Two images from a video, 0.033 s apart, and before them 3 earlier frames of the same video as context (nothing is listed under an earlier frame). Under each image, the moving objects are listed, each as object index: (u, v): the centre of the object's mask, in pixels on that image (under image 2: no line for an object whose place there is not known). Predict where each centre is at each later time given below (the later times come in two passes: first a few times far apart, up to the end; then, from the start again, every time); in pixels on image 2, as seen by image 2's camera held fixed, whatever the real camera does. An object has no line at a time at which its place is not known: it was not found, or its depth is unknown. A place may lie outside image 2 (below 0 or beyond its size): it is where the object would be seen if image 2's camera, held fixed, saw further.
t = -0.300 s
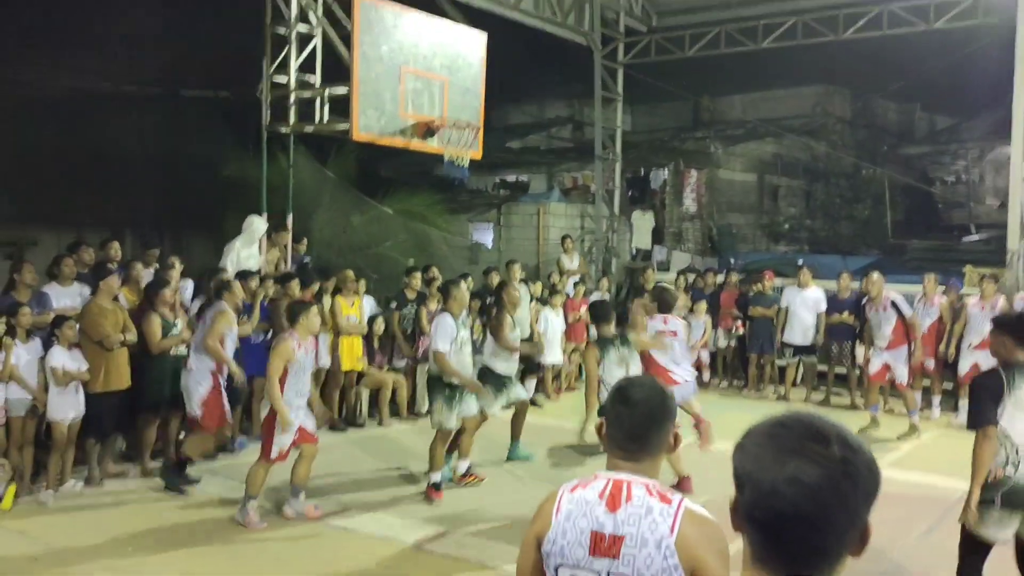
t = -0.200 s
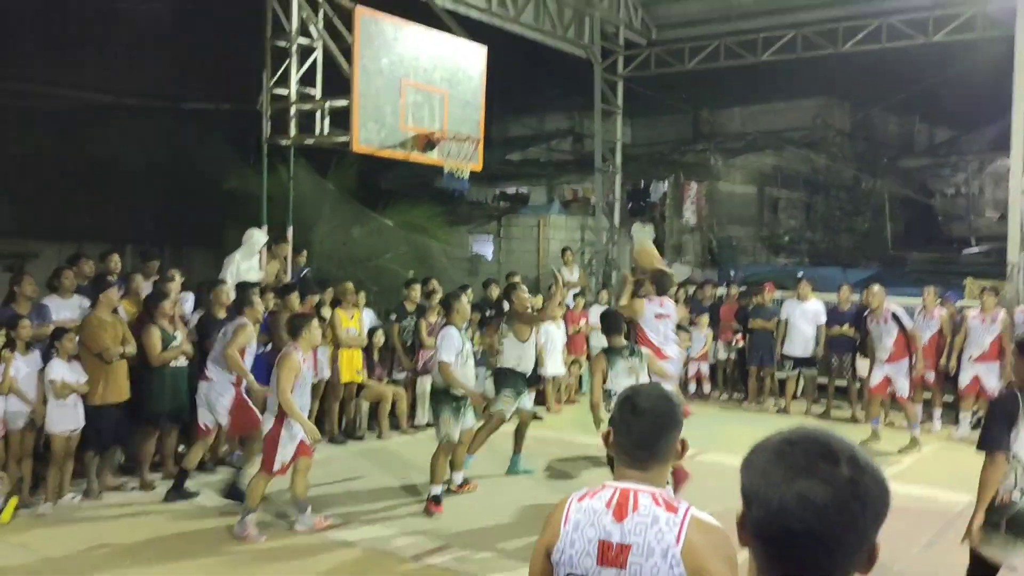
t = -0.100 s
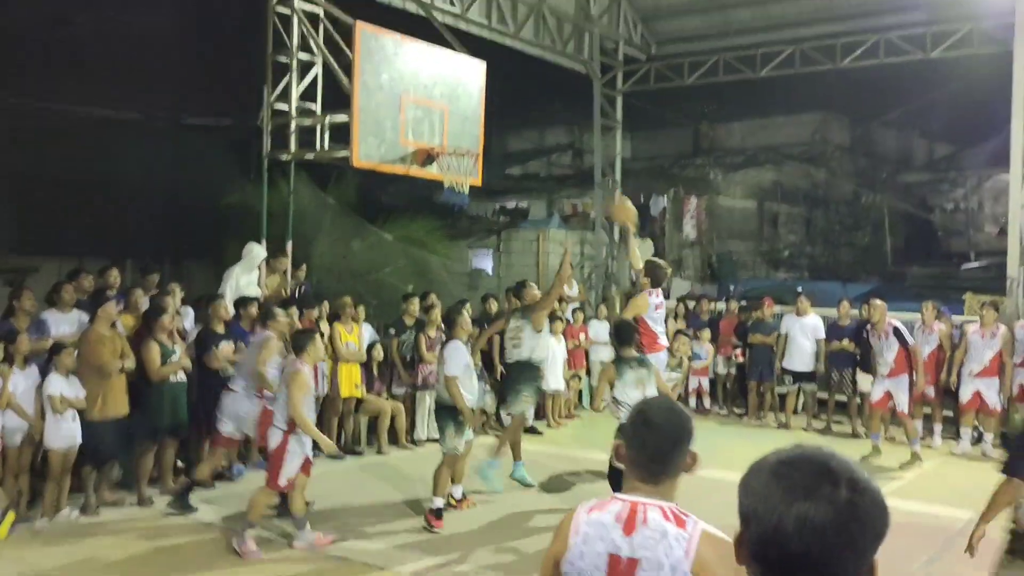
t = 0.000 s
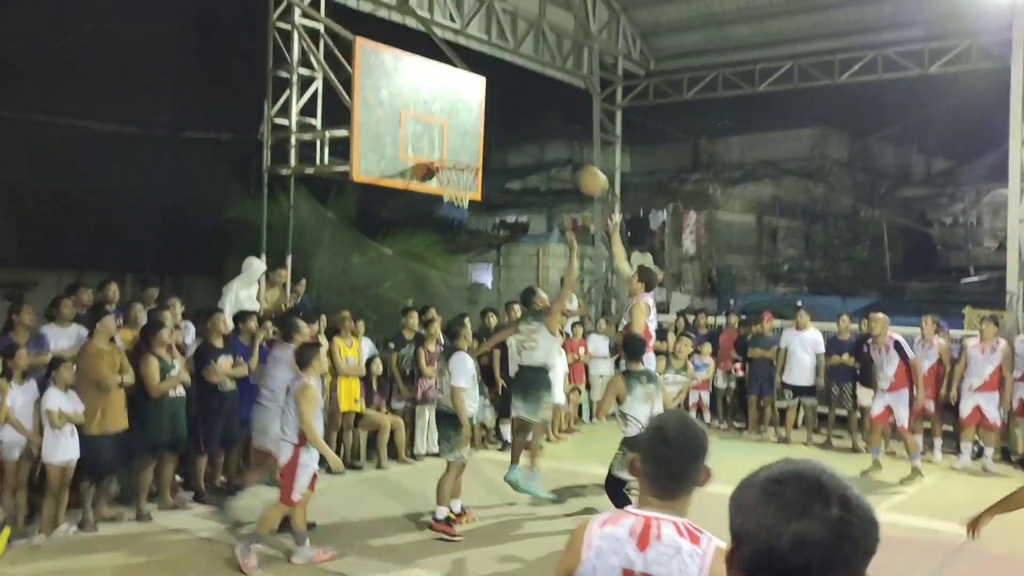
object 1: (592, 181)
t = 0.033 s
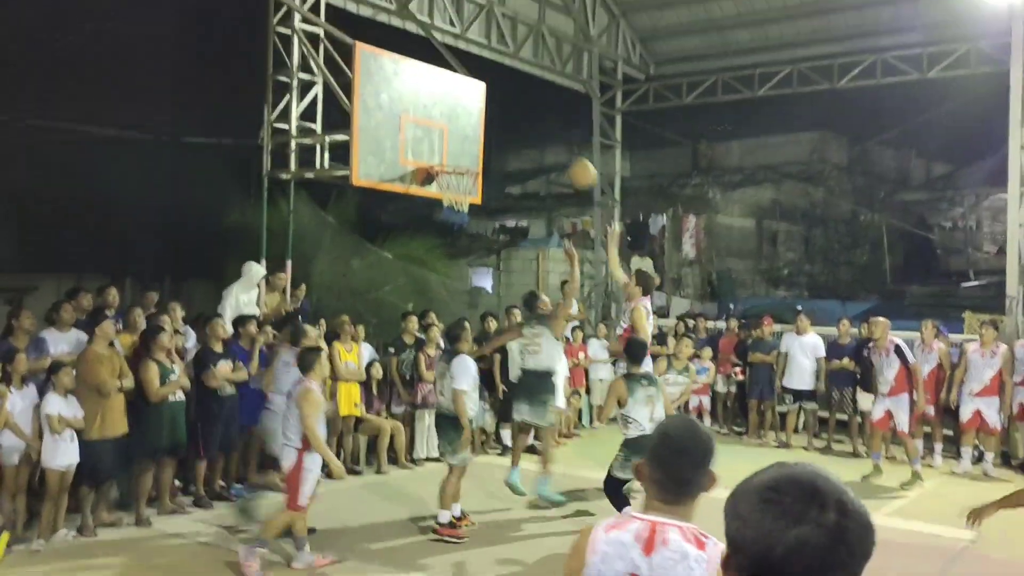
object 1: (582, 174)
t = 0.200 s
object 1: (534, 132)
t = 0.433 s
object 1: (472, 125)
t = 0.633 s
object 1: (430, 152)
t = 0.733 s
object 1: (442, 148)
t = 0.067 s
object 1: (573, 163)
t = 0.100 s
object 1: (563, 153)
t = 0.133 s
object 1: (554, 145)
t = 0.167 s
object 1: (545, 138)
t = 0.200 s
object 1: (534, 132)
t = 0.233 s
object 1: (525, 128)
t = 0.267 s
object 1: (516, 124)
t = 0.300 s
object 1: (506, 122)
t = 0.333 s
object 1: (498, 121)
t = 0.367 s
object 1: (492, 121)
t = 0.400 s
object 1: (483, 122)
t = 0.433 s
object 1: (472, 125)
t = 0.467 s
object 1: (461, 128)
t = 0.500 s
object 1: (452, 133)
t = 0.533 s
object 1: (444, 139)
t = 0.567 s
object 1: (436, 146)
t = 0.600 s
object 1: (428, 154)
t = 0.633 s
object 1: (430, 152)
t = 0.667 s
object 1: (434, 150)
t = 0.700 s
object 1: (438, 148)
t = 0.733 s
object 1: (442, 148)
